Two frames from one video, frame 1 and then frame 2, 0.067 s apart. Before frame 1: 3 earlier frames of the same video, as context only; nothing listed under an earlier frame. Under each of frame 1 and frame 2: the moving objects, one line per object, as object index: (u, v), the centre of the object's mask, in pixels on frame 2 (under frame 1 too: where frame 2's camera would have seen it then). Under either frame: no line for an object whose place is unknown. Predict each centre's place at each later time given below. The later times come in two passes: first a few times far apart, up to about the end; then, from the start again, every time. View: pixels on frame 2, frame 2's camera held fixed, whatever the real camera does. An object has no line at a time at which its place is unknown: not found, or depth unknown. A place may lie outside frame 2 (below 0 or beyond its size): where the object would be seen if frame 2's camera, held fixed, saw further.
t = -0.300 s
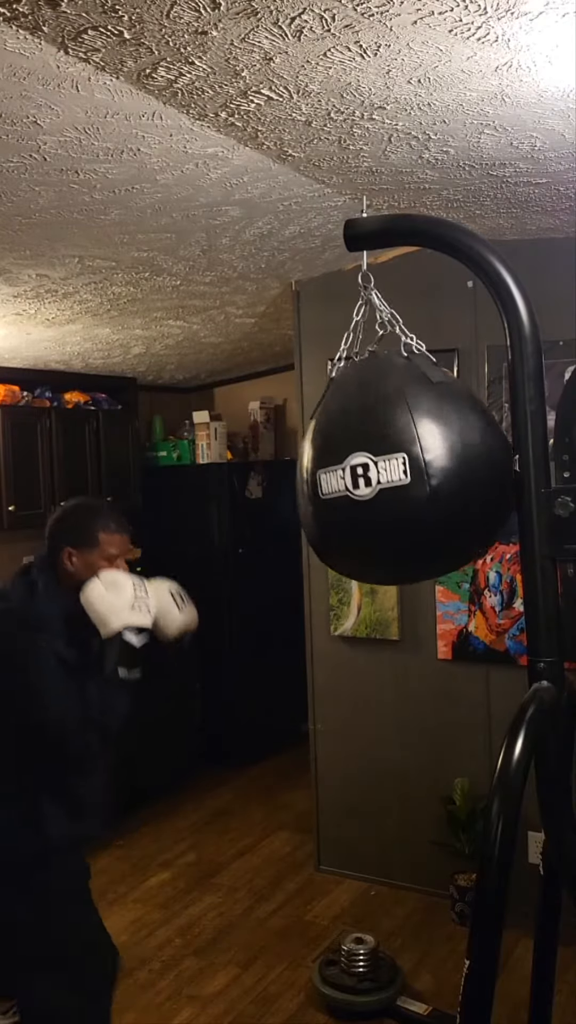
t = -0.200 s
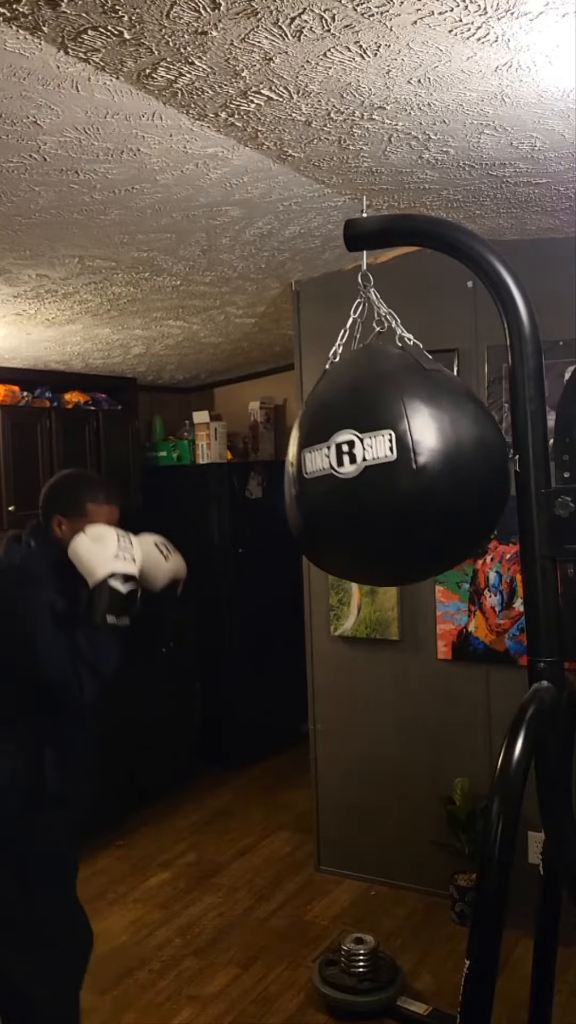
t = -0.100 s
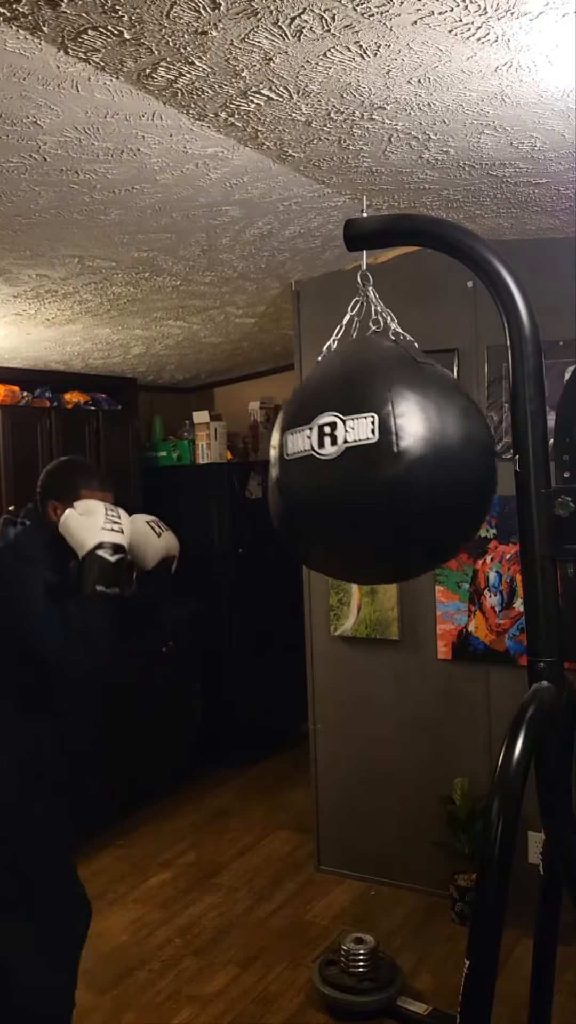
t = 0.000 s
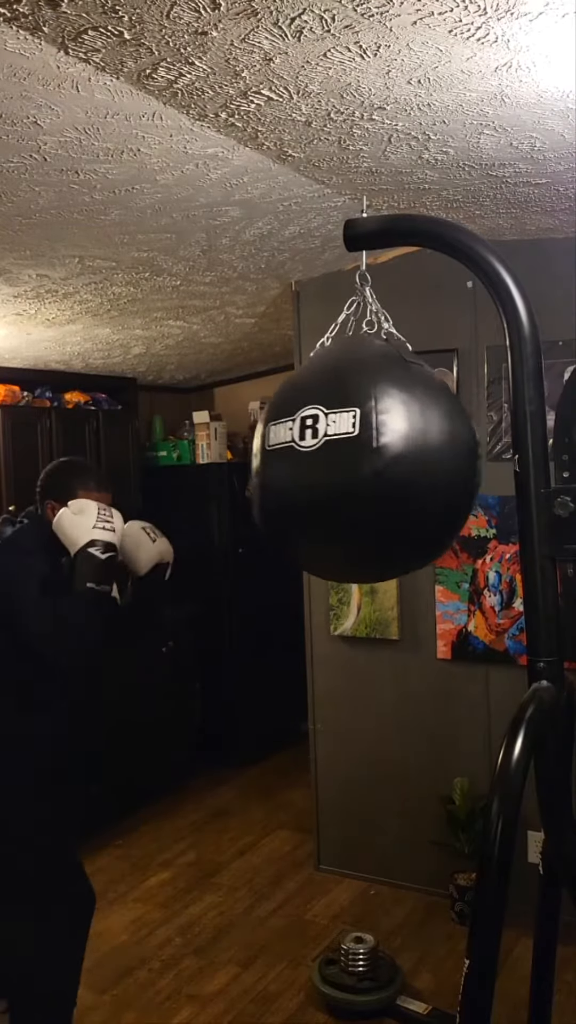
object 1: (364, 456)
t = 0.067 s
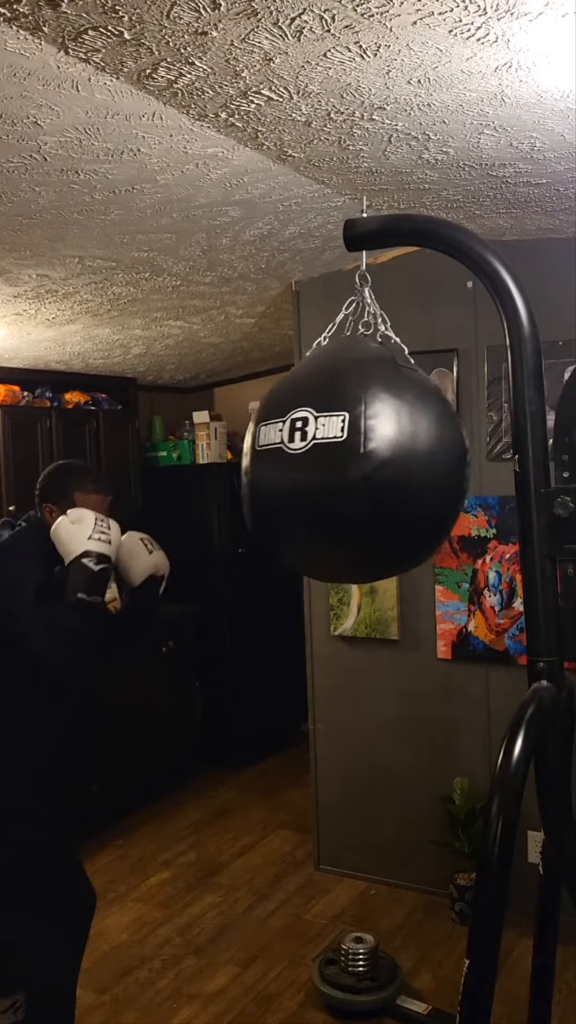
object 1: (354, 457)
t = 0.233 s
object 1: (340, 461)
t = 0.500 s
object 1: (350, 459)
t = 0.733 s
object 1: (376, 452)
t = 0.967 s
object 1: (396, 456)
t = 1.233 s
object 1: (389, 461)
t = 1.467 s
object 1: (359, 458)
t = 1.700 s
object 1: (339, 462)
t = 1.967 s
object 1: (351, 464)
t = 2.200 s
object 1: (379, 455)
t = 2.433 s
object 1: (397, 458)
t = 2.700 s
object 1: (388, 464)
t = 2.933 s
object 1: (358, 461)
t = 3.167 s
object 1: (340, 464)
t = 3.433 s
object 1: (357, 465)
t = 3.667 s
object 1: (385, 455)
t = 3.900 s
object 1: (402, 456)
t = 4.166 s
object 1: (390, 466)
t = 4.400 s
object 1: (357, 461)
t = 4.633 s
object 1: (338, 465)
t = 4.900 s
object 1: (355, 467)
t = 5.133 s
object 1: (386, 458)
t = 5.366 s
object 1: (404, 456)
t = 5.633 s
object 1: (392, 471)
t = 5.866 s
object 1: (356, 467)
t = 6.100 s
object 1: (334, 466)
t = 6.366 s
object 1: (353, 469)
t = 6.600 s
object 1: (388, 460)
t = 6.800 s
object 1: (406, 455)
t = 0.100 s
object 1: (350, 458)
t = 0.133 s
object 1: (346, 459)
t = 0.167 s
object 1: (343, 459)
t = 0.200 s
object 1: (342, 460)
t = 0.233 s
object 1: (340, 461)
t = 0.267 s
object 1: (339, 462)
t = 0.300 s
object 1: (339, 462)
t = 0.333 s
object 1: (340, 462)
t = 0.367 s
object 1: (341, 462)
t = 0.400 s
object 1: (342, 462)
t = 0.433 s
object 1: (344, 461)
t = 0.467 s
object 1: (347, 460)
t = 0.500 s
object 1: (350, 459)
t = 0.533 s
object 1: (353, 458)
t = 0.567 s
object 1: (356, 457)
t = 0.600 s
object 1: (360, 454)
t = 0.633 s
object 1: (364, 453)
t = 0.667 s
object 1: (368, 452)
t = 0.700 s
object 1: (372, 453)
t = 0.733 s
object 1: (376, 452)
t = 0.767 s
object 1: (380, 456)
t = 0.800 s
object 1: (383, 456)
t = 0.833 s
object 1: (386, 451)
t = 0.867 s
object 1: (390, 456)
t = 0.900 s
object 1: (393, 457)
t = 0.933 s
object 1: (395, 458)
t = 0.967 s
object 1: (396, 456)
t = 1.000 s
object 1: (397, 457)
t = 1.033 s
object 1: (398, 460)
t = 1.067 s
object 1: (398, 461)
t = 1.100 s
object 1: (397, 462)
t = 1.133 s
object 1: (395, 461)
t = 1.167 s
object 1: (394, 461)
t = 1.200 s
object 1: (392, 461)
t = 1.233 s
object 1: (389, 461)
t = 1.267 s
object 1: (385, 463)
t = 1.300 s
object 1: (381, 462)
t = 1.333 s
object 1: (377, 461)
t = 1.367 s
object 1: (372, 460)
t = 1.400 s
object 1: (368, 459)
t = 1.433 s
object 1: (364, 458)
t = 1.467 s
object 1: (359, 458)
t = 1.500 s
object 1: (355, 459)
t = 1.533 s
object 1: (351, 458)
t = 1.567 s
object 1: (347, 461)
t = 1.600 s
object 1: (344, 462)
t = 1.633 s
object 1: (341, 464)
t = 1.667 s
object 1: (339, 465)
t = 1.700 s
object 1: (339, 462)
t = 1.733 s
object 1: (339, 462)
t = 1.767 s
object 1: (339, 463)
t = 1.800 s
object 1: (340, 463)
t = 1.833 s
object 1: (342, 463)
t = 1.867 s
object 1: (343, 465)
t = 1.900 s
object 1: (345, 466)
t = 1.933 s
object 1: (348, 466)
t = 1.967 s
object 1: (351, 464)
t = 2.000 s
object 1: (356, 462)
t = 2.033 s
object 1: (360, 460)
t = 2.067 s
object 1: (364, 459)
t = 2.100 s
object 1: (368, 458)
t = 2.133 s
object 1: (372, 457)
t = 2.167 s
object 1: (375, 456)
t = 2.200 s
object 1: (379, 455)
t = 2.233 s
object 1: (383, 454)
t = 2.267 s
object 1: (386, 454)
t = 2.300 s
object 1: (389, 454)
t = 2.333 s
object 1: (392, 455)
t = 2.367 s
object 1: (395, 456)
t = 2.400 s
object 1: (396, 457)
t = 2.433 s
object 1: (397, 458)
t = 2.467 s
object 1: (399, 460)
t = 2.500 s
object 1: (399, 461)
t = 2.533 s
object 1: (398, 462)
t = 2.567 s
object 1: (398, 463)
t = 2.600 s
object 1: (396, 464)
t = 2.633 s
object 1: (394, 465)
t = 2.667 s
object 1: (392, 465)
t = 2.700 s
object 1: (388, 464)
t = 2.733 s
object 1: (385, 464)
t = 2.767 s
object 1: (381, 464)
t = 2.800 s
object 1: (377, 463)
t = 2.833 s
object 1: (372, 462)
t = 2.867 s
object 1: (367, 462)
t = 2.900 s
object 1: (363, 461)
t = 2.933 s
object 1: (358, 461)
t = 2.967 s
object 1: (354, 461)
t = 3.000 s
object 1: (350, 460)
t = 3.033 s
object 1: (347, 460)
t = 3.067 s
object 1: (345, 461)
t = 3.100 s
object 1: (343, 462)
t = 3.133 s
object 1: (341, 463)
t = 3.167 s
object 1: (340, 464)
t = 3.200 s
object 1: (340, 465)
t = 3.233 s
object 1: (340, 466)
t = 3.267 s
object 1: (342, 466)
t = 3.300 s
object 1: (344, 467)
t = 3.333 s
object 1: (346, 467)
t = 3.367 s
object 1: (349, 467)
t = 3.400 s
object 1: (353, 466)
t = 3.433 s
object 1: (357, 465)
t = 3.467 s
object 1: (361, 464)
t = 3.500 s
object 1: (365, 462)
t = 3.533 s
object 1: (369, 461)
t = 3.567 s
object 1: (373, 460)
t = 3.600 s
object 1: (377, 459)
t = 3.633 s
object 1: (381, 457)
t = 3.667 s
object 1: (385, 455)
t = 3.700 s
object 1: (388, 454)
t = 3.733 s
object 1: (392, 454)
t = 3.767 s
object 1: (395, 454)
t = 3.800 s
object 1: (398, 454)
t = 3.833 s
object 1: (399, 454)
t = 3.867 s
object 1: (401, 455)
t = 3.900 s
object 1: (402, 456)
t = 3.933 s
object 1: (403, 457)
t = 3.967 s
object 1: (403, 458)
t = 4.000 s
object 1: (402, 460)
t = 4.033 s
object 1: (402, 461)
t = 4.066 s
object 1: (400, 463)
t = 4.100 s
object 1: (397, 464)
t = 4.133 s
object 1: (394, 465)
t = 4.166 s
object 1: (390, 466)
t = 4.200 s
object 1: (386, 466)
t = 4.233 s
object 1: (382, 466)
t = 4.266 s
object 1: (377, 467)
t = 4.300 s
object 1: (372, 464)
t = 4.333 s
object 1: (367, 463)
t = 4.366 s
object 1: (362, 462)
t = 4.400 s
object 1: (357, 461)
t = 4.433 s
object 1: (353, 461)
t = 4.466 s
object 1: (348, 460)
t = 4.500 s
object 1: (344, 461)
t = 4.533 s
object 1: (342, 462)
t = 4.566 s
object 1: (339, 463)
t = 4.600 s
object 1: (338, 464)
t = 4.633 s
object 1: (338, 465)
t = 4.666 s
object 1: (337, 466)
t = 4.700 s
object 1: (338, 468)
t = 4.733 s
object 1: (339, 469)
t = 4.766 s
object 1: (342, 467)
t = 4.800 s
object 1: (344, 468)
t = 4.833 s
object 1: (348, 467)
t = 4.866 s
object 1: (351, 467)
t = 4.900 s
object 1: (355, 467)
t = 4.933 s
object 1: (359, 466)
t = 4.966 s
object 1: (364, 465)
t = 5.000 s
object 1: (369, 468)
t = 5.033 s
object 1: (373, 463)
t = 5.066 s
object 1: (377, 461)
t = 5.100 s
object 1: (382, 460)
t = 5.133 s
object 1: (386, 458)
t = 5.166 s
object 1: (390, 457)
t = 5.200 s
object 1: (393, 456)
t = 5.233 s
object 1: (396, 456)
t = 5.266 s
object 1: (399, 455)
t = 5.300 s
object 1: (401, 455)
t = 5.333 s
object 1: (403, 455)
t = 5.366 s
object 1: (404, 456)
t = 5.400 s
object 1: (404, 457)
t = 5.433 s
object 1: (404, 459)
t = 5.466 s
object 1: (404, 460)
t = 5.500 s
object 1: (403, 462)
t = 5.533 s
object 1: (401, 463)
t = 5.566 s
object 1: (397, 465)
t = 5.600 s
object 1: (395, 466)
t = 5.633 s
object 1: (392, 471)
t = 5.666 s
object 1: (386, 468)
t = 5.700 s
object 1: (381, 467)
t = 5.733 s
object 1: (376, 467)
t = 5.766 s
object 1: (371, 470)
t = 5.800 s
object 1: (366, 469)
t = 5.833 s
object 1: (361, 468)
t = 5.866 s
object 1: (356, 467)
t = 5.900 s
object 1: (351, 468)
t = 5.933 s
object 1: (346, 465)
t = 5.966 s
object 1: (343, 465)
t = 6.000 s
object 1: (340, 464)
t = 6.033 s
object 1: (337, 464)
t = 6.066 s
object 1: (336, 465)
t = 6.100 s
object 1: (334, 466)
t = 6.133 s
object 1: (334, 466)
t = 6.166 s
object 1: (335, 467)
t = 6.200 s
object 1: (337, 468)
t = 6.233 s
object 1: (339, 469)
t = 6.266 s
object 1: (342, 469)
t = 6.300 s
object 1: (345, 467)
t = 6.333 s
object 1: (349, 468)
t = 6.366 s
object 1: (353, 469)
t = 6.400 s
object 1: (358, 468)
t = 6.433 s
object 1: (364, 466)
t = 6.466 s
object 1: (369, 465)
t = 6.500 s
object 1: (373, 464)
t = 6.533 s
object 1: (378, 462)
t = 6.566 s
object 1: (383, 462)
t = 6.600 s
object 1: (388, 460)
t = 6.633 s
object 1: (392, 458)
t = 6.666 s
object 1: (396, 457)
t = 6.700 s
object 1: (400, 456)
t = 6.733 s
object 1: (403, 455)
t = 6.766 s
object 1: (405, 455)
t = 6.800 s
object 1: (406, 455)
